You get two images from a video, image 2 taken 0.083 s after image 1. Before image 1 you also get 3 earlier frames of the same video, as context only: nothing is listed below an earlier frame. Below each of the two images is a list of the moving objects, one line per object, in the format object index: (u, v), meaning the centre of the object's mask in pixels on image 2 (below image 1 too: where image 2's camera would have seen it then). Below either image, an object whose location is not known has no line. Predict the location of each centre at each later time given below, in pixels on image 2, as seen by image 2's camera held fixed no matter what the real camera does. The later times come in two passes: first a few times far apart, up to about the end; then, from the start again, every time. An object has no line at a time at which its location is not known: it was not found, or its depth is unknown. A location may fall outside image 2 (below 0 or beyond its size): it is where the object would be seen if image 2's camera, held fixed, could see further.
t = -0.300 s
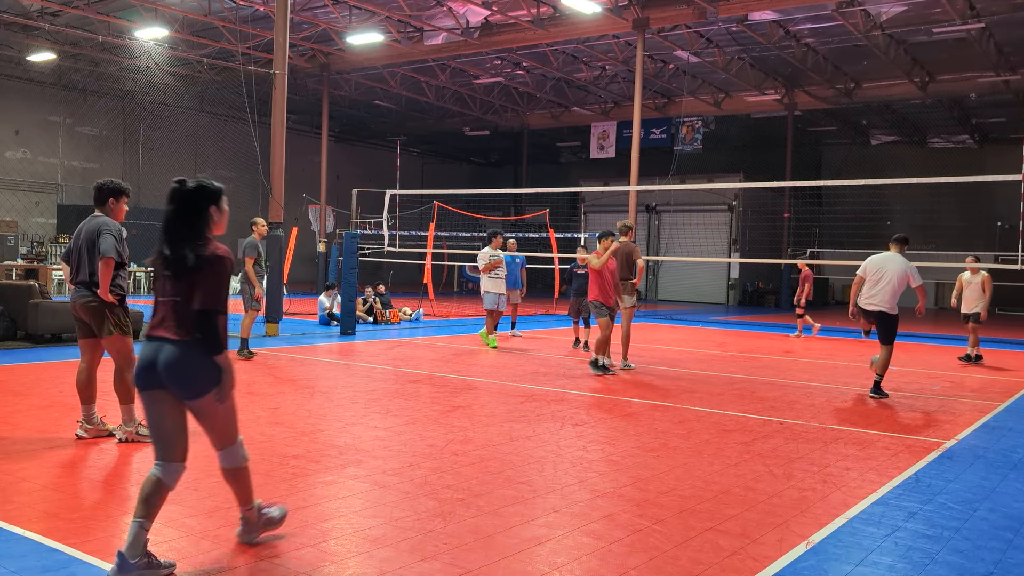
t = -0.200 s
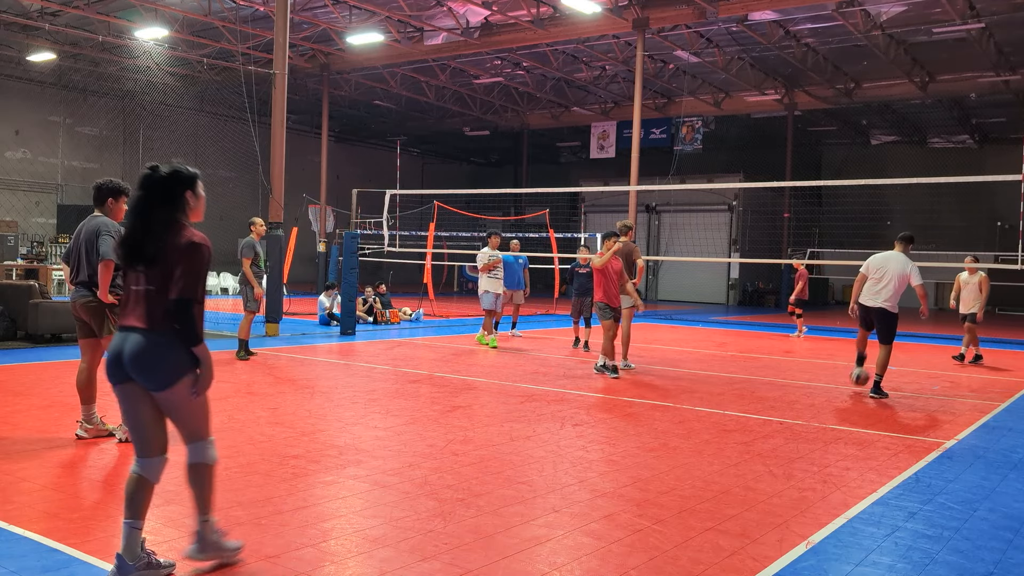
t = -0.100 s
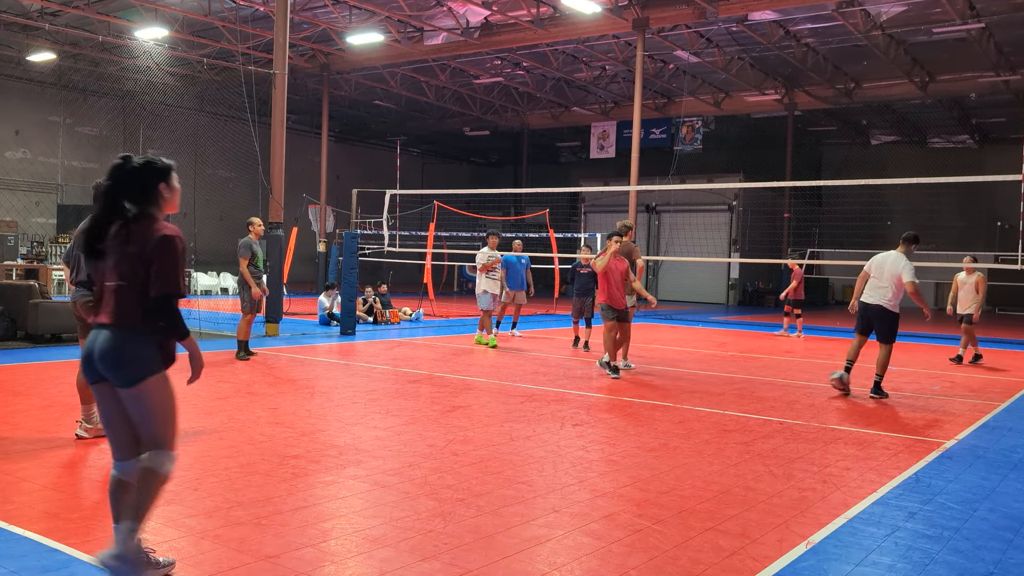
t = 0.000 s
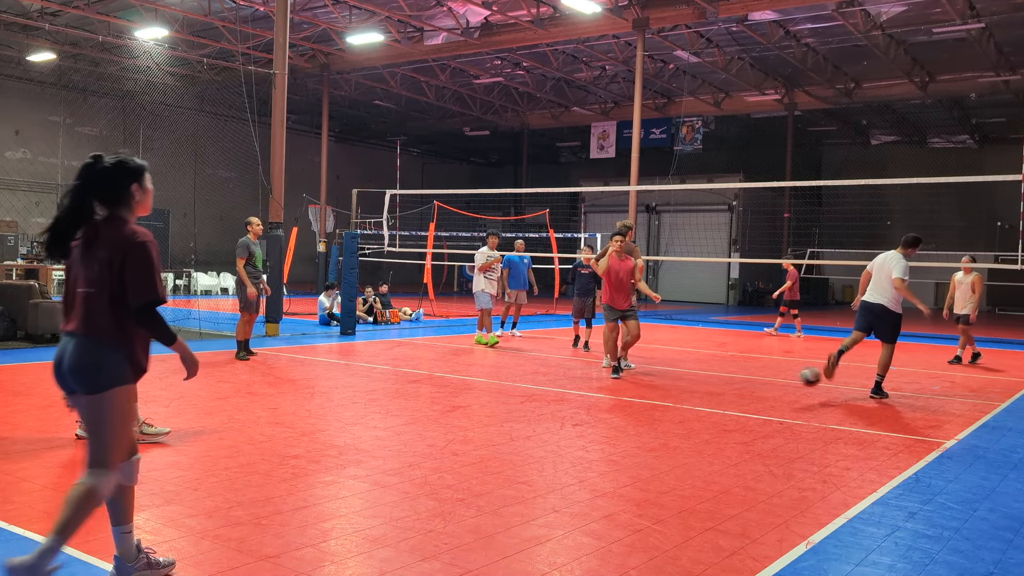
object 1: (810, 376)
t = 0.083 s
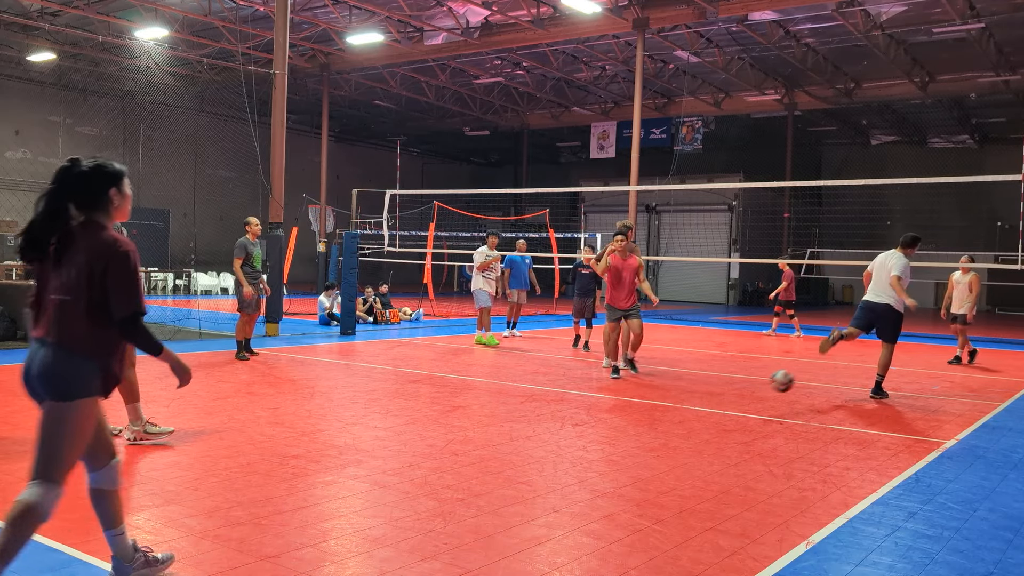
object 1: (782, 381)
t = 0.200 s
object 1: (736, 400)
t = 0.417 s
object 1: (645, 414)
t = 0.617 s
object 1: (547, 445)
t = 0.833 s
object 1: (414, 463)
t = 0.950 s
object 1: (323, 496)
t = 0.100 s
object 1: (776, 383)
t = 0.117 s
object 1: (770, 384)
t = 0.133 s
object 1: (764, 387)
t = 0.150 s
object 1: (757, 390)
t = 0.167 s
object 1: (750, 392)
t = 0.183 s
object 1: (744, 396)
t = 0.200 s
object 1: (736, 400)
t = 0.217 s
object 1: (730, 404)
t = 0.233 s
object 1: (722, 408)
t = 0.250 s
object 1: (714, 413)
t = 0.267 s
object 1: (706, 419)
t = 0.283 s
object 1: (697, 425)
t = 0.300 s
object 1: (691, 423)
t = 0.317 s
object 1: (685, 421)
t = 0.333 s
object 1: (679, 419)
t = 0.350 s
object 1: (672, 417)
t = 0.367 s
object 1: (665, 416)
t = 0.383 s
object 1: (659, 415)
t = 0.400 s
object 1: (652, 414)
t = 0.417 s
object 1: (645, 414)
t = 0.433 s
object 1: (637, 414)
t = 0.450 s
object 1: (630, 415)
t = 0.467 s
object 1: (622, 415)
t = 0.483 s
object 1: (615, 417)
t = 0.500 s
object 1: (606, 419)
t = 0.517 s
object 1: (599, 421)
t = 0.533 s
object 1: (590, 424)
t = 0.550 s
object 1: (581, 427)
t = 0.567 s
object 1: (573, 431)
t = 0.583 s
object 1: (565, 435)
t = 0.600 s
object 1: (556, 440)
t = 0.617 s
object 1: (547, 445)
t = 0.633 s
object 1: (537, 452)
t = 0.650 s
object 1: (528, 459)
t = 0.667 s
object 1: (518, 465)
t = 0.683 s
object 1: (508, 462)
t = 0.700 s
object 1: (499, 461)
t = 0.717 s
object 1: (489, 459)
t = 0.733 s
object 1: (479, 458)
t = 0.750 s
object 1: (468, 457)
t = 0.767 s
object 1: (458, 457)
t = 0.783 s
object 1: (448, 458)
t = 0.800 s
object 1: (437, 459)
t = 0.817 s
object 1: (425, 460)
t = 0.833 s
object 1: (414, 463)
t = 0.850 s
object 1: (402, 466)
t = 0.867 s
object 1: (389, 469)
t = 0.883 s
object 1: (376, 473)
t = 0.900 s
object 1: (364, 478)
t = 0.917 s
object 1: (351, 484)
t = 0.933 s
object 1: (336, 489)
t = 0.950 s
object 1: (323, 496)
